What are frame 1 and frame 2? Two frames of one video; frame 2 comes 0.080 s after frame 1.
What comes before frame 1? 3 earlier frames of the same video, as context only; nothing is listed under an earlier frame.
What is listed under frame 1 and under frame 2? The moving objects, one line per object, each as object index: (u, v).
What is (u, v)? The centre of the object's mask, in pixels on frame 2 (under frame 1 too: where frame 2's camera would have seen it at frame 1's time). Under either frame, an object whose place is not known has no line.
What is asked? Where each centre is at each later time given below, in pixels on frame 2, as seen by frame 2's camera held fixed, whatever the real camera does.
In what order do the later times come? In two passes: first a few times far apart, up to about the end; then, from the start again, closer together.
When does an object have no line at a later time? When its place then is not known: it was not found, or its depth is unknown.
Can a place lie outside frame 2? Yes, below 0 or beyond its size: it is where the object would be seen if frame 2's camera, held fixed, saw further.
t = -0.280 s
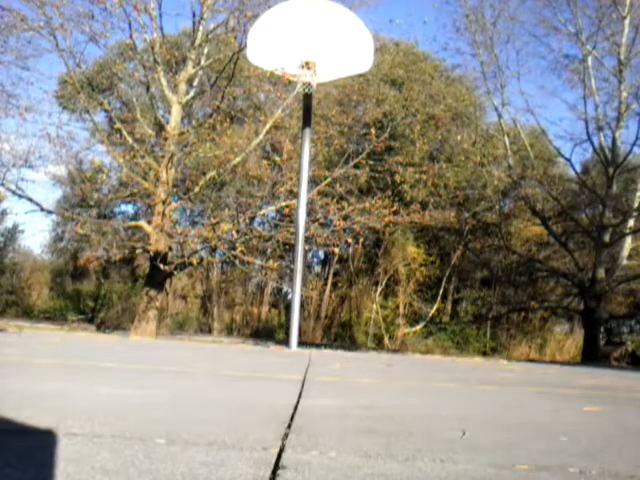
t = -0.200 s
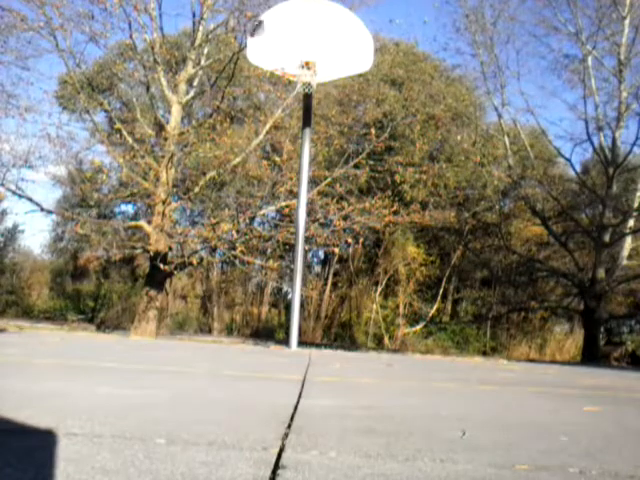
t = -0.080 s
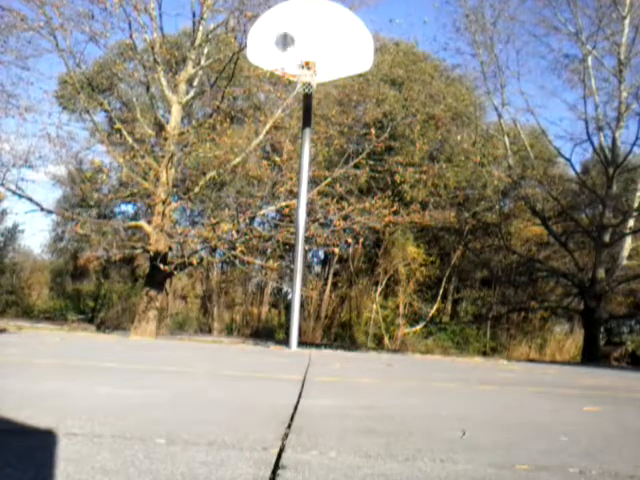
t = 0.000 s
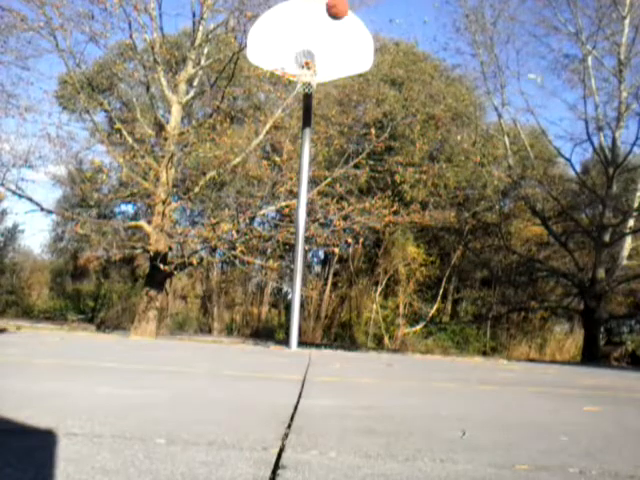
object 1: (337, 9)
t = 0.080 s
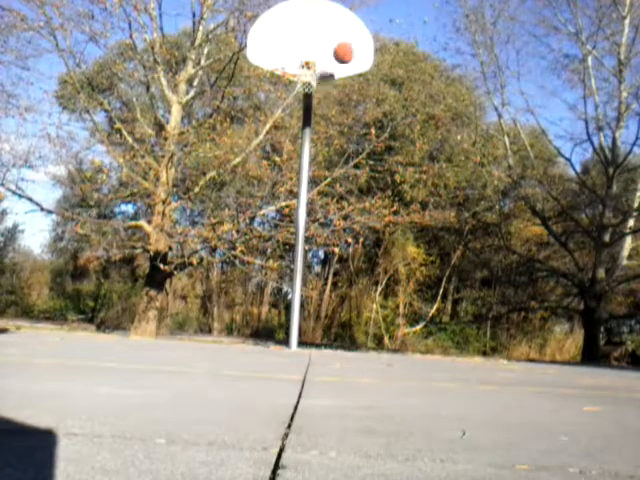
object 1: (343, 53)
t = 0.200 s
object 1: (353, 125)
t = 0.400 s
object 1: (363, 259)
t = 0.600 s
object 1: (375, 314)
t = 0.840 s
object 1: (390, 244)
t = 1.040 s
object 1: (401, 222)
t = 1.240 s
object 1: (410, 226)
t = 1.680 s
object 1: (427, 326)
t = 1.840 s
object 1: (433, 342)
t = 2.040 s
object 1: (438, 319)
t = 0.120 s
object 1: (347, 77)
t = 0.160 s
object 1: (350, 100)
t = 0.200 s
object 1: (353, 125)
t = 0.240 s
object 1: (356, 151)
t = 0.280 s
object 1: (358, 177)
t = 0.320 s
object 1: (360, 204)
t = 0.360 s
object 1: (362, 229)
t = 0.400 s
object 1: (363, 259)
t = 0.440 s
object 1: (366, 286)
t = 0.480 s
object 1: (368, 314)
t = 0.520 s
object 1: (369, 344)
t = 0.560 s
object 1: (373, 331)
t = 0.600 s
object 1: (375, 314)
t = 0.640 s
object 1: (377, 300)
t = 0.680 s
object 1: (380, 286)
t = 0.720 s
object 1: (383, 272)
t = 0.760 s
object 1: (385, 263)
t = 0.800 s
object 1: (388, 252)
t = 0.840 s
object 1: (390, 244)
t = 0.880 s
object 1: (392, 237)
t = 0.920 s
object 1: (394, 231)
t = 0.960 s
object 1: (397, 225)
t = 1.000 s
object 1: (399, 223)
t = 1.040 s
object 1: (401, 222)
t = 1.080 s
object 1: (403, 219)
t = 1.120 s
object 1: (405, 219)
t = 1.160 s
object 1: (406, 221)
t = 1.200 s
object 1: (408, 223)
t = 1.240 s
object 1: (410, 226)
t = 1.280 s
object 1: (412, 230)
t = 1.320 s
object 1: (414, 234)
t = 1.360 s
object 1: (416, 240)
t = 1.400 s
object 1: (418, 248)
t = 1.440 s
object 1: (420, 257)
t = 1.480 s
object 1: (421, 266)
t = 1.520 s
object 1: (422, 278)
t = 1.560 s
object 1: (423, 287)
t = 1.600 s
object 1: (425, 298)
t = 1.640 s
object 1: (426, 312)
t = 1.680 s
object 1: (427, 326)
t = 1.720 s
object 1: (429, 344)
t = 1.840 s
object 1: (433, 342)
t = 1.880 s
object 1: (434, 334)
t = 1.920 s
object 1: (434, 328)
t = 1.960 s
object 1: (436, 325)
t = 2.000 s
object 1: (437, 320)
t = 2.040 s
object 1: (438, 319)
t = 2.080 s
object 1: (438, 318)
